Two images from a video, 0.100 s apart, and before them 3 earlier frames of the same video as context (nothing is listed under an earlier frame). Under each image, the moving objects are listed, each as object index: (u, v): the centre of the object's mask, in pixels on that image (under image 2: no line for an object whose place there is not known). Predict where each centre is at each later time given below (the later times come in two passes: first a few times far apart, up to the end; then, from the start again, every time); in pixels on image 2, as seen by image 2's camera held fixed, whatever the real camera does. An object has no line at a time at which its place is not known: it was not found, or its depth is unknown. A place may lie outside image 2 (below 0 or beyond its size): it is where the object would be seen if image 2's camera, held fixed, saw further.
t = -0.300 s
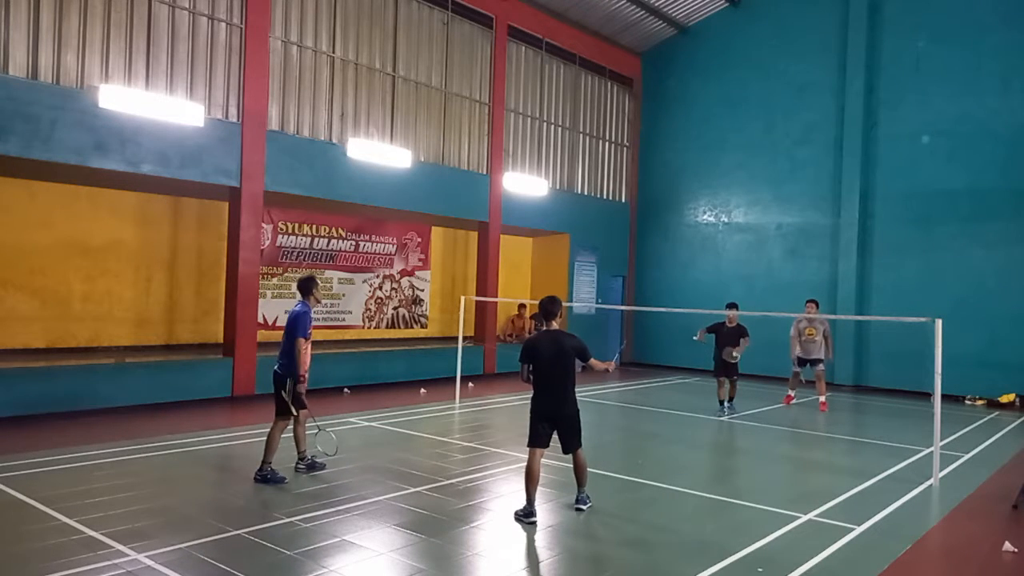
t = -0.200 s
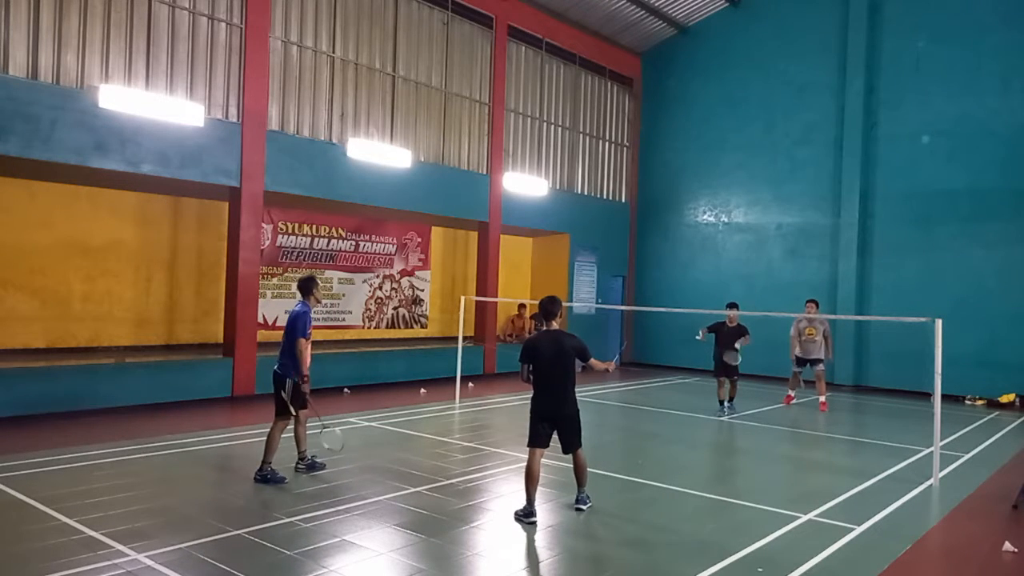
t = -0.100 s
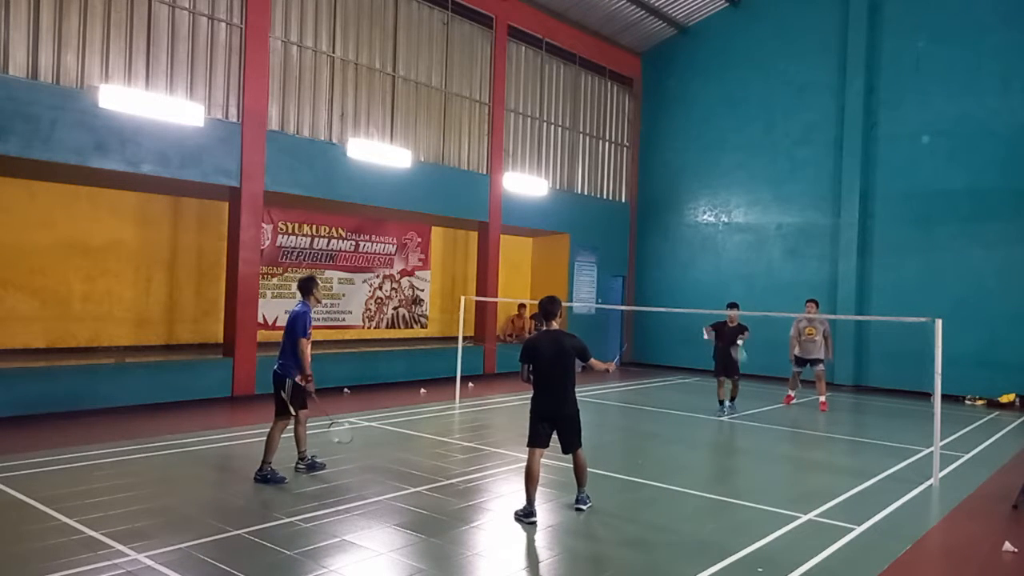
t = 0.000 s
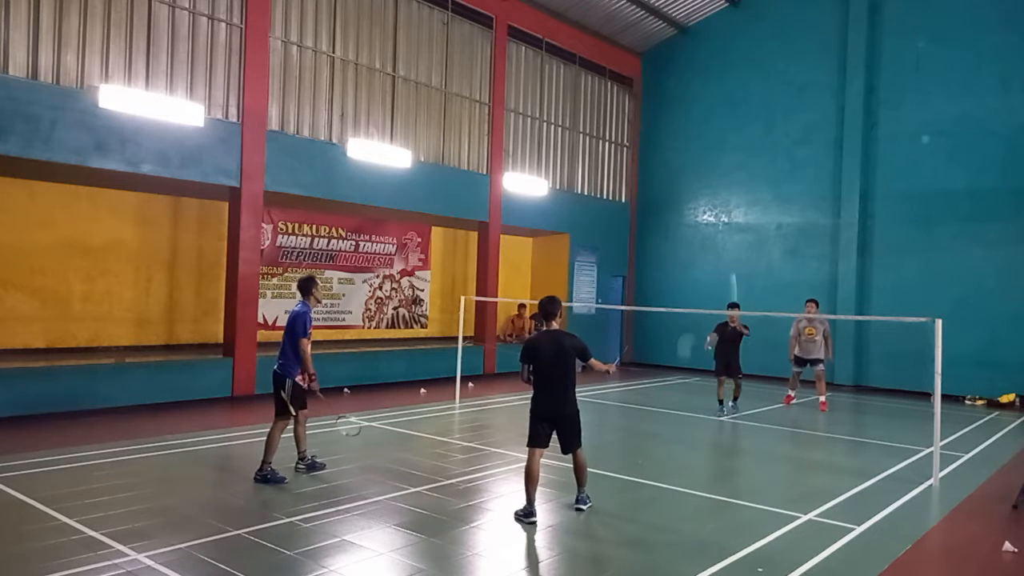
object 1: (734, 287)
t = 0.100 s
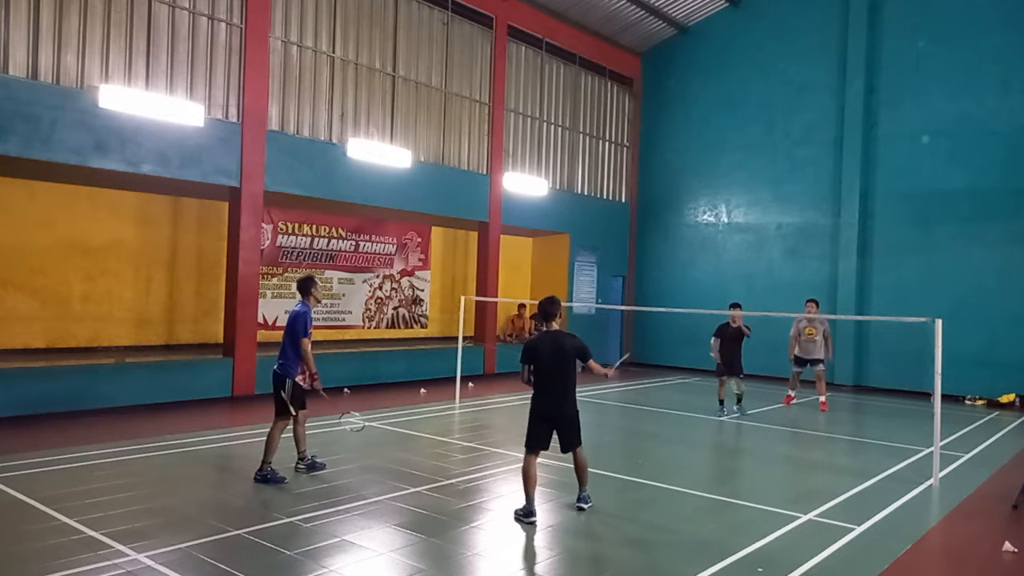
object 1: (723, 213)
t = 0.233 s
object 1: (709, 139)
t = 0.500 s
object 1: (684, 50)
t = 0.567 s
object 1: (676, 40)
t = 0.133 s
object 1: (719, 193)
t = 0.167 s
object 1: (716, 173)
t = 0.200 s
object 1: (713, 156)
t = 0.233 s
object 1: (709, 139)
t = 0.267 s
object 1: (706, 124)
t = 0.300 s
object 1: (703, 109)
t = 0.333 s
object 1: (700, 97)
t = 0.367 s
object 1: (697, 85)
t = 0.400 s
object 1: (694, 75)
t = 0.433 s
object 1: (690, 65)
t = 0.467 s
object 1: (687, 57)
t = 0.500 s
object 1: (684, 50)
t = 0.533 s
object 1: (680, 45)
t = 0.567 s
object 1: (676, 40)
